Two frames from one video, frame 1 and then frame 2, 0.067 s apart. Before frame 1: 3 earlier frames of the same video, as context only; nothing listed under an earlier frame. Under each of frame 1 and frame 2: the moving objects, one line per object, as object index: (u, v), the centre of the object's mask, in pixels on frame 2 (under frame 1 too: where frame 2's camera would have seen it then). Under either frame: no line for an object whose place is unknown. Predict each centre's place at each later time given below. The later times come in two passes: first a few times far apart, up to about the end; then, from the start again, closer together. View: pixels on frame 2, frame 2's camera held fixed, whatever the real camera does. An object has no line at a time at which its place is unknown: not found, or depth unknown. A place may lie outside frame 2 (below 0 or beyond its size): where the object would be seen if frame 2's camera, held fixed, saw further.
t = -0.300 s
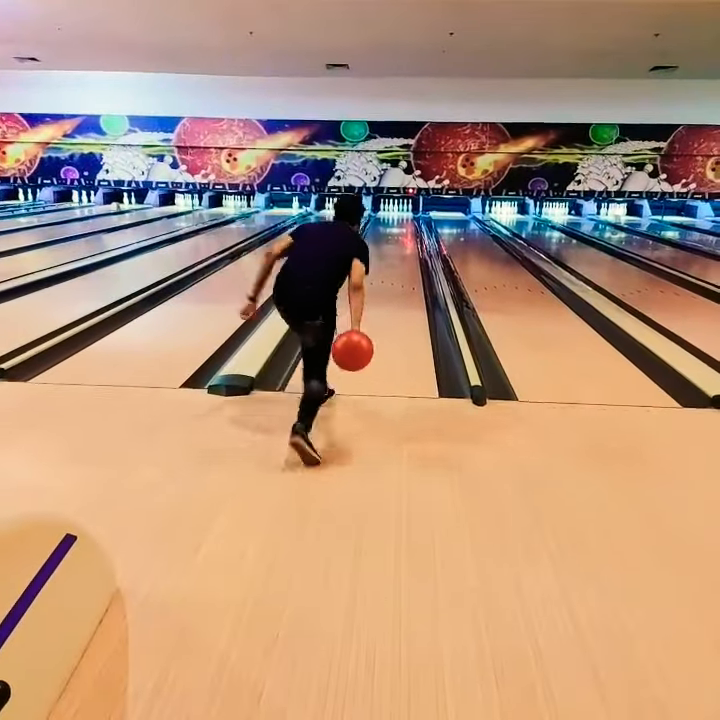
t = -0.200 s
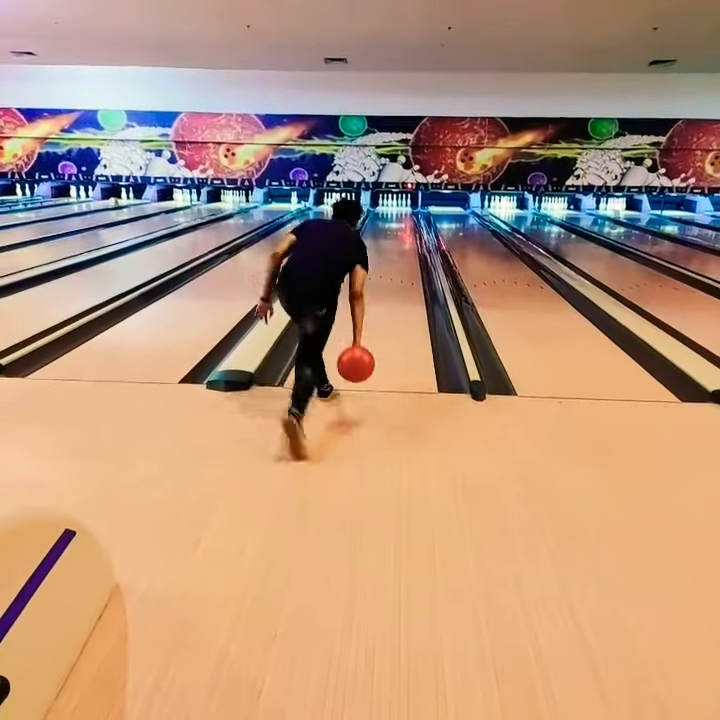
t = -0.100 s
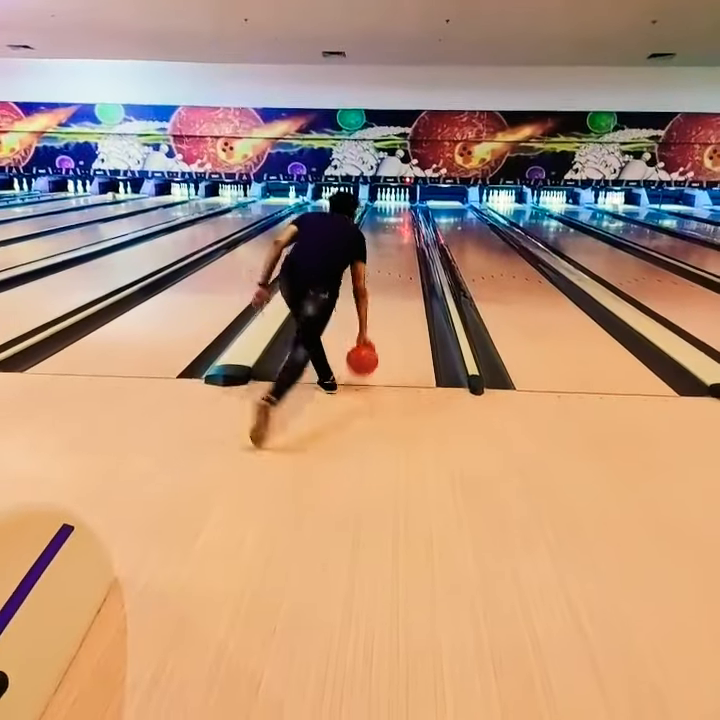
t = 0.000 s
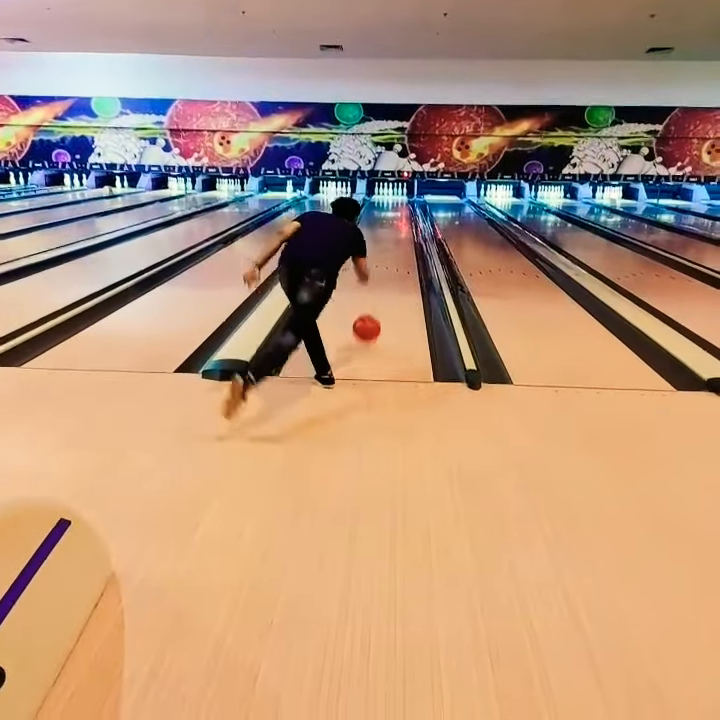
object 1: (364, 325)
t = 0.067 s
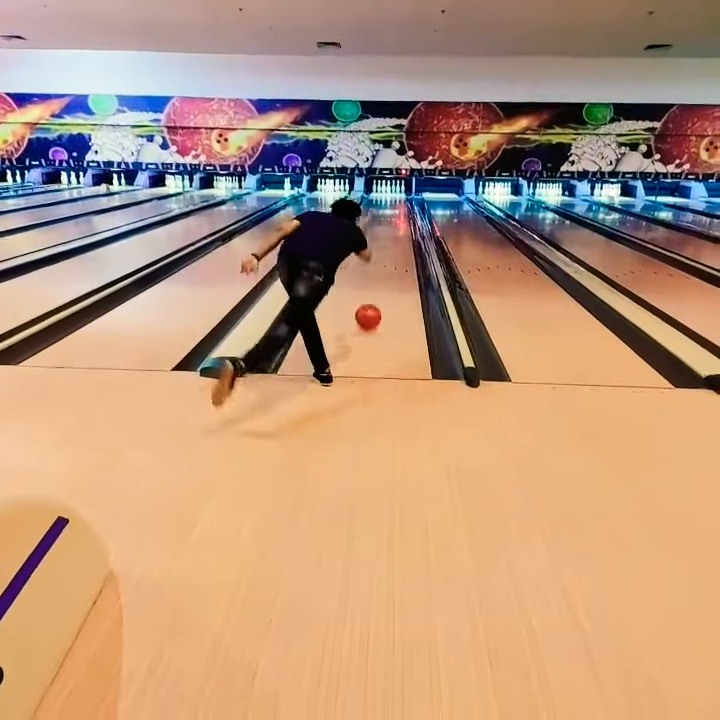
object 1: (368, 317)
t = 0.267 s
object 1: (375, 287)
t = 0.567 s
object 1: (381, 255)
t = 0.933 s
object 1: (385, 233)
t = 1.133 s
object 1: (385, 223)
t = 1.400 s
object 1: (386, 215)
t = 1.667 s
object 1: (386, 209)
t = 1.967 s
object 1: (386, 202)
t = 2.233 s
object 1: (386, 197)
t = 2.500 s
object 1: (384, 194)
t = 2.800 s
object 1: (384, 192)
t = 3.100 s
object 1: (374, 189)
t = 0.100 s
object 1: (369, 314)
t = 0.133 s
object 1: (370, 308)
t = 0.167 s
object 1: (372, 302)
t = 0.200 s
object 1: (373, 297)
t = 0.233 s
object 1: (374, 292)
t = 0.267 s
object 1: (375, 287)
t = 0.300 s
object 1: (376, 282)
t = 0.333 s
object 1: (377, 279)
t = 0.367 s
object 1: (377, 275)
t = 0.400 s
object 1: (378, 272)
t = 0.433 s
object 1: (379, 269)
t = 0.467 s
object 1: (380, 266)
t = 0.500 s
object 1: (379, 261)
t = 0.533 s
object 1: (381, 258)
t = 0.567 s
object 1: (381, 255)
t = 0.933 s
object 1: (385, 233)
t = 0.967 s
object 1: (385, 231)
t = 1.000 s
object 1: (385, 229)
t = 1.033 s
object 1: (385, 228)
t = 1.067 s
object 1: (385, 226)
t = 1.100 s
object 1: (386, 225)
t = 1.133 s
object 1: (385, 223)
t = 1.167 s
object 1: (385, 222)
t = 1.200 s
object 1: (385, 220)
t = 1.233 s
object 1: (386, 219)
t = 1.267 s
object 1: (386, 218)
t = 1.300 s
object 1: (386, 217)
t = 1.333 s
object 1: (386, 216)
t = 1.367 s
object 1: (386, 215)
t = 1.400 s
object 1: (386, 215)
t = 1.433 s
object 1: (386, 214)
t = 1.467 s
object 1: (386, 213)
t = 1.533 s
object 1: (386, 212)
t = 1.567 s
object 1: (386, 211)
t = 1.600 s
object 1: (386, 211)
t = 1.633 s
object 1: (386, 209)
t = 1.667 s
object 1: (386, 209)
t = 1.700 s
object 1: (386, 208)
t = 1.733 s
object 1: (386, 207)
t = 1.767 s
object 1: (386, 206)
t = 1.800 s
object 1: (386, 205)
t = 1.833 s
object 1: (386, 205)
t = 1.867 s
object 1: (386, 204)
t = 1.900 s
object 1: (386, 203)
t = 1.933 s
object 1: (386, 203)
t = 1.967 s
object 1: (386, 202)
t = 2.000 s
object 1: (387, 202)
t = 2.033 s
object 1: (387, 201)
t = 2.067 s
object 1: (386, 200)
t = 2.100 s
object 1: (387, 200)
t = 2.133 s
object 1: (387, 199)
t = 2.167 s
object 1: (387, 198)
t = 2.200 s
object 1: (386, 197)
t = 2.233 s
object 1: (386, 197)
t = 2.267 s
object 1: (387, 195)
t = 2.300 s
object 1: (387, 195)
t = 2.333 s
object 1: (386, 195)
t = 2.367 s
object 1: (385, 193)
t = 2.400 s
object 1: (385, 194)
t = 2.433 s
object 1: (384, 194)
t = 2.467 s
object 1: (384, 194)
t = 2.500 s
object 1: (384, 194)
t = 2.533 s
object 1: (384, 194)
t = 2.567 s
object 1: (384, 193)
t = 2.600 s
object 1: (384, 191)
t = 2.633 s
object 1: (383, 192)
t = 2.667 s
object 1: (383, 192)
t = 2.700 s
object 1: (383, 192)
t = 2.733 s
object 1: (383, 192)
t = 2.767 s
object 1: (383, 192)
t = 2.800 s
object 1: (384, 192)
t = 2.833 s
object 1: (381, 192)
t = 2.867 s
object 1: (381, 192)
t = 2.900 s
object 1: (380, 192)
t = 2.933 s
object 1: (380, 191)
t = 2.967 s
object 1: (379, 191)
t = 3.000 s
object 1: (380, 191)
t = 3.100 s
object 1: (374, 189)
